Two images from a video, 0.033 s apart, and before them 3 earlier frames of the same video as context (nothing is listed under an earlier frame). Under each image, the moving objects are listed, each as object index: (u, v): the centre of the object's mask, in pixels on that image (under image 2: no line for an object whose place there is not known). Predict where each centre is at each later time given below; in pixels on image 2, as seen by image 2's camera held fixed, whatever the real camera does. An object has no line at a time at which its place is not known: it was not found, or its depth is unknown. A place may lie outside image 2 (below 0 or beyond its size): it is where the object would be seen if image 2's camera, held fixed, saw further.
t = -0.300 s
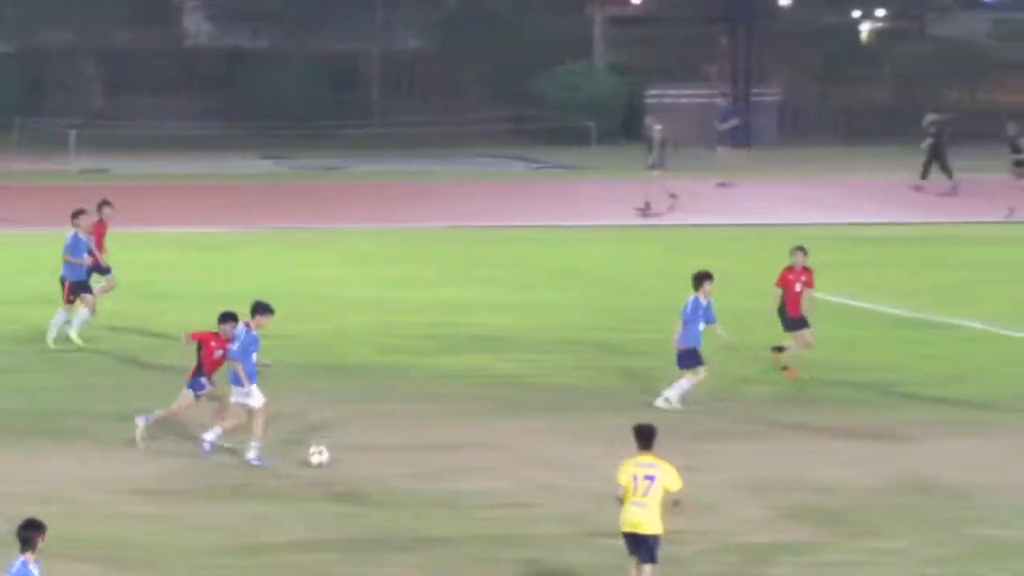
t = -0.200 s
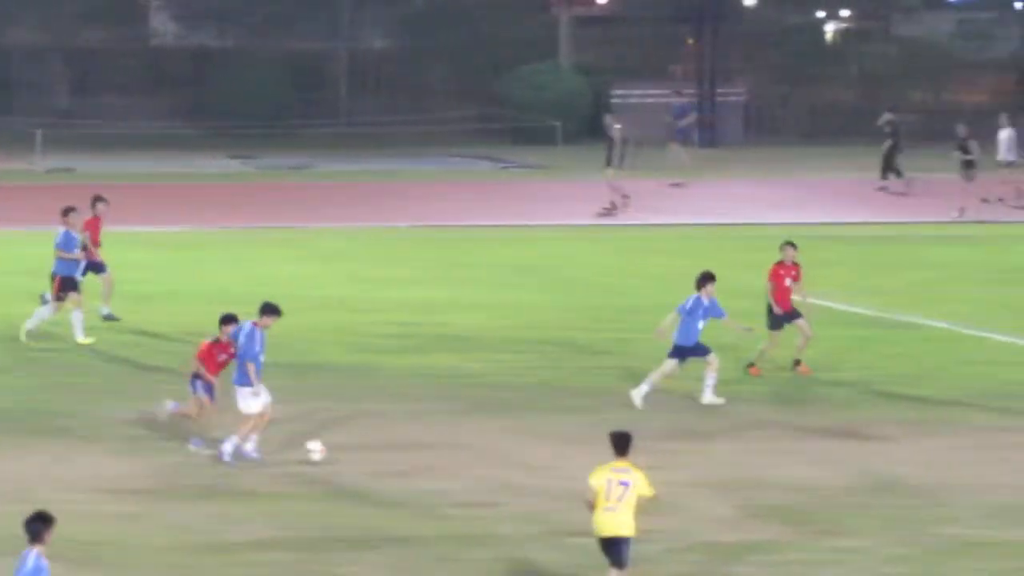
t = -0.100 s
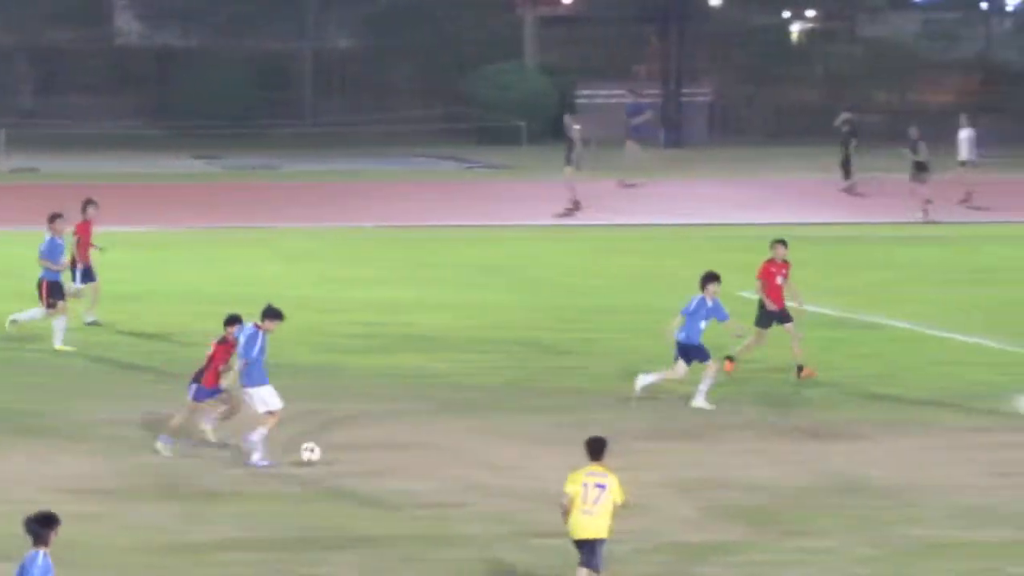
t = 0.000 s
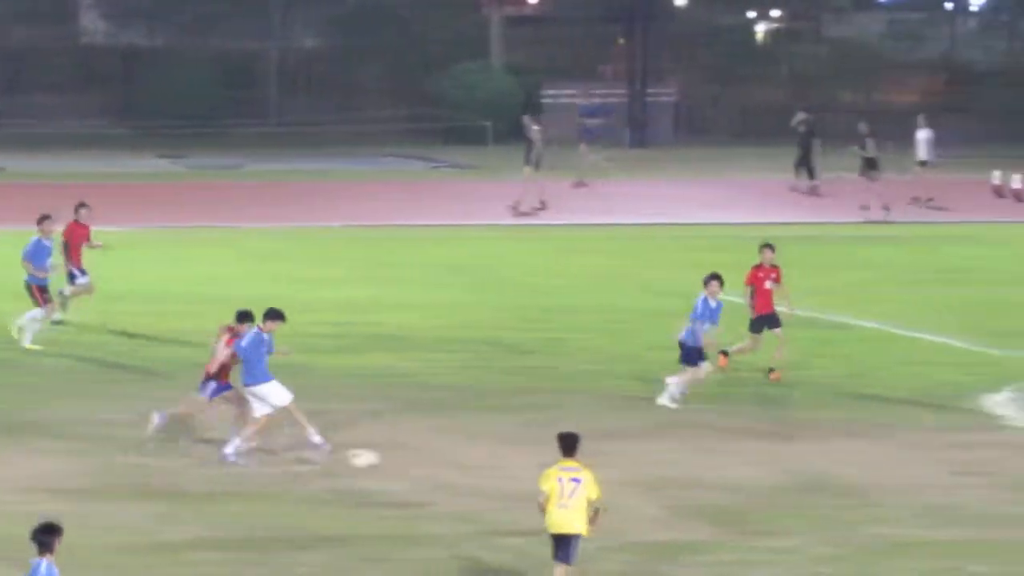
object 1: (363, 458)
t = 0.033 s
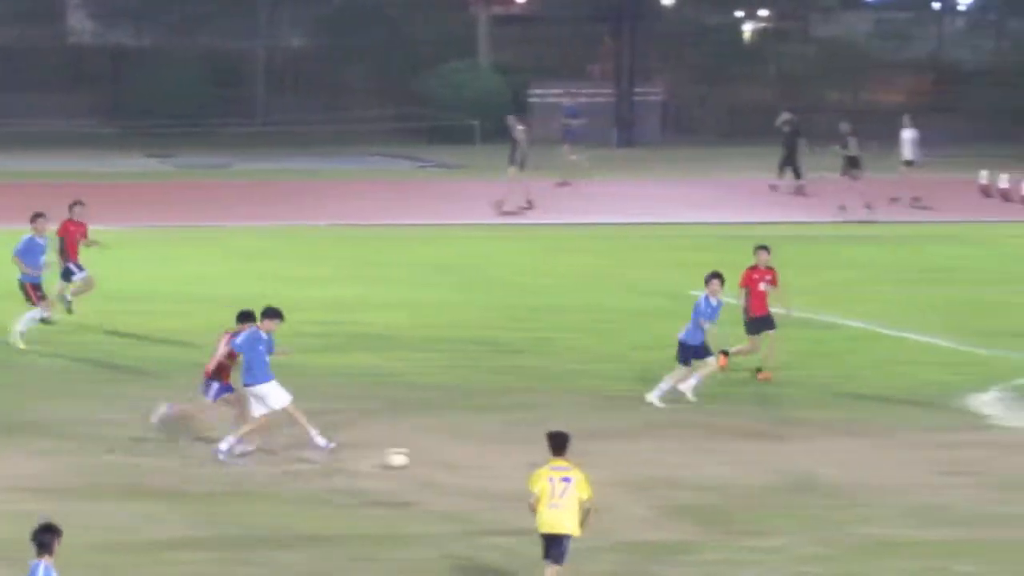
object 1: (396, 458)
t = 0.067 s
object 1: (442, 458)
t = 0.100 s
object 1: (487, 459)
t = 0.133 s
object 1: (529, 461)
